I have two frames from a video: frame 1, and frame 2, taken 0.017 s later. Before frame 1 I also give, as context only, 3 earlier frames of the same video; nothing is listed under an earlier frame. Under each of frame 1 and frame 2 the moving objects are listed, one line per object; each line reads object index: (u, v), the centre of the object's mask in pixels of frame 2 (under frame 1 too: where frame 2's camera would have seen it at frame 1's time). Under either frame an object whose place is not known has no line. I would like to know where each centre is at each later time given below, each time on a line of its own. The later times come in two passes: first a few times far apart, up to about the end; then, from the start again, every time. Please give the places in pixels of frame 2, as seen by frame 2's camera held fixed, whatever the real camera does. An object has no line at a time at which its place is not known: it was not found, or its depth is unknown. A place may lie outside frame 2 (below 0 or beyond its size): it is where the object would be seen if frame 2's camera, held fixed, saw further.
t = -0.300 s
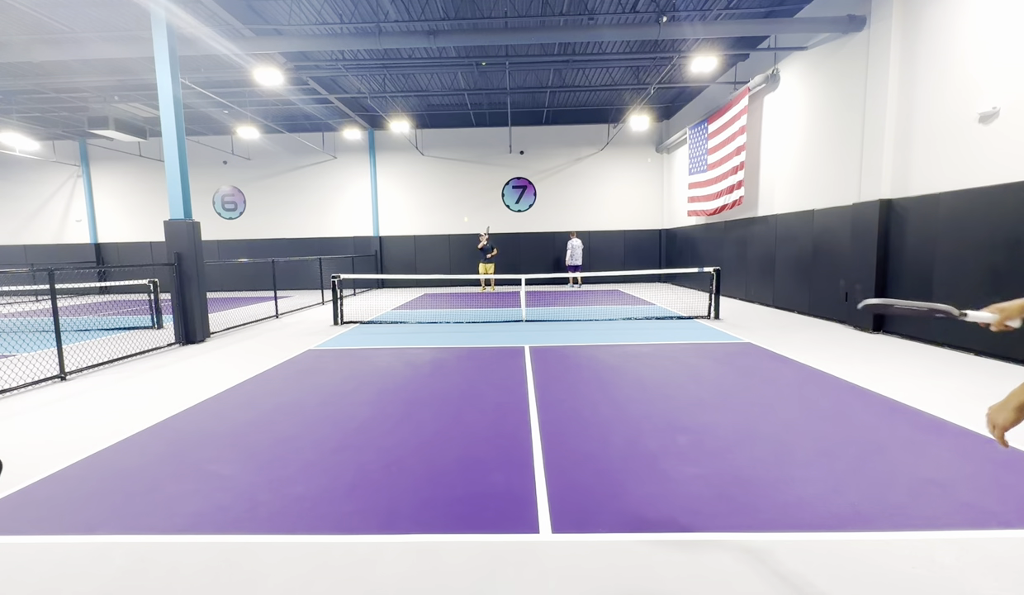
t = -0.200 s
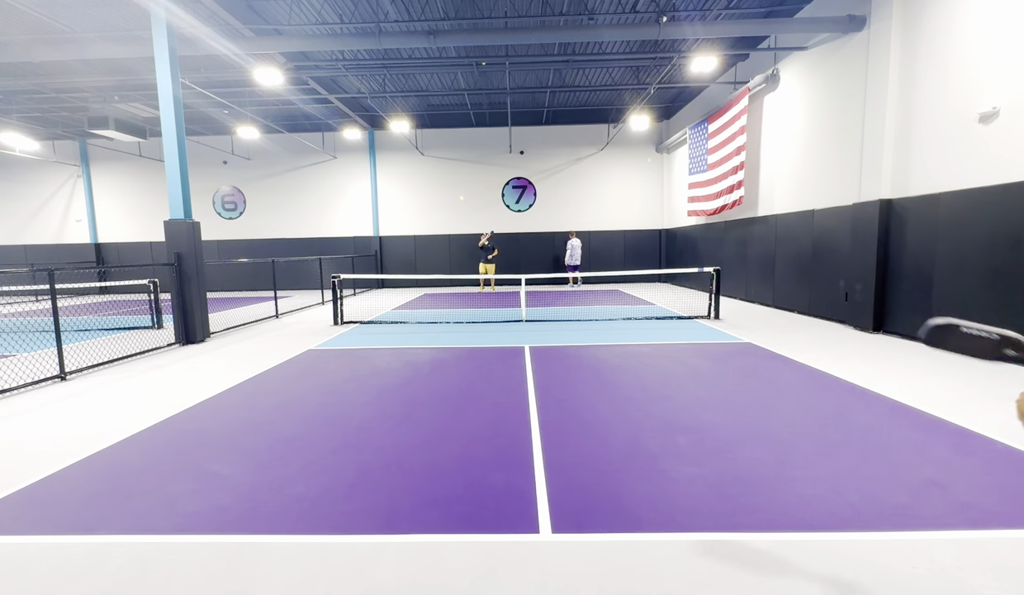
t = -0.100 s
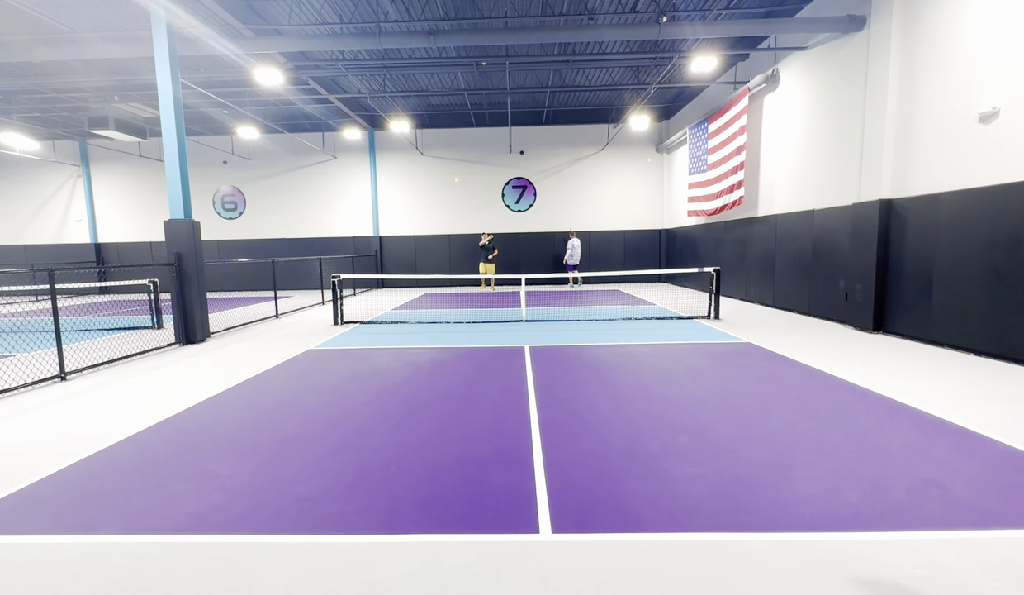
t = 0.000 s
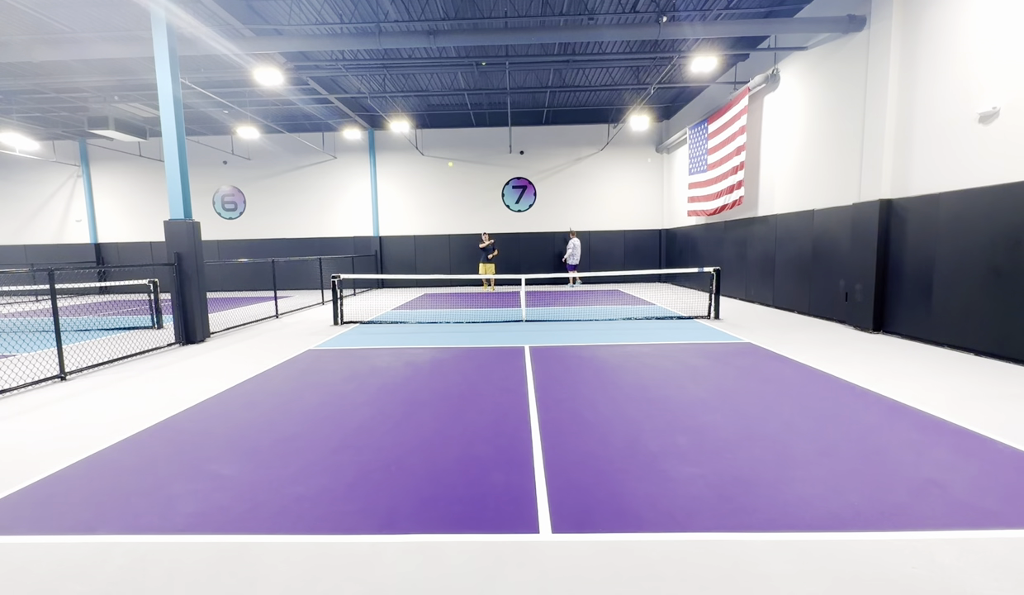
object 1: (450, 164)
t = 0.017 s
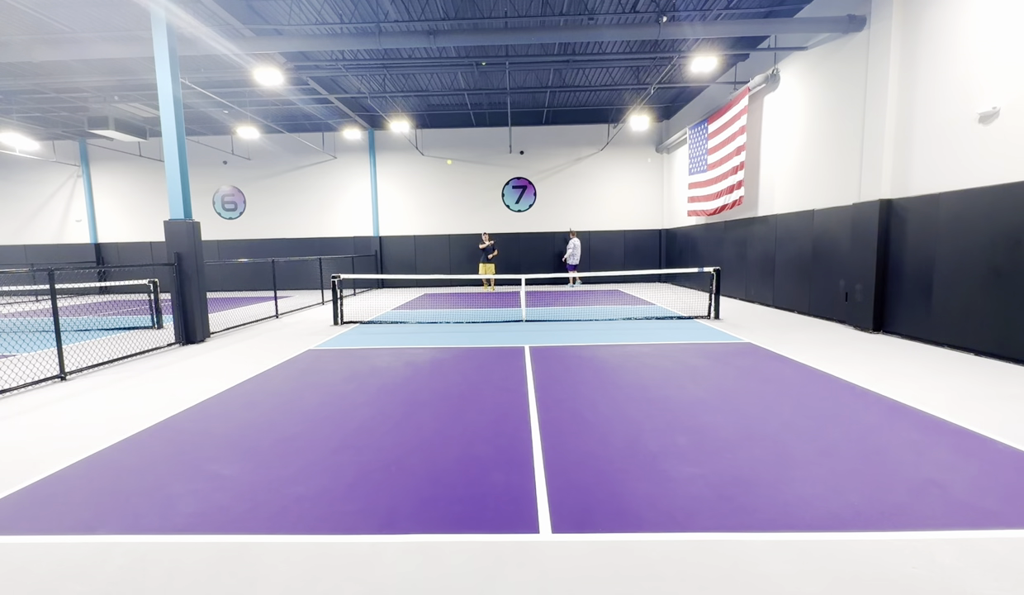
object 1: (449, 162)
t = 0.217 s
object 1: (432, 145)
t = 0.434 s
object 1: (404, 157)
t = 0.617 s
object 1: (372, 213)
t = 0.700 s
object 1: (352, 261)
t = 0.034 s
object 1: (448, 159)
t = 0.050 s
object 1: (446, 158)
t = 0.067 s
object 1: (445, 156)
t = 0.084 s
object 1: (444, 154)
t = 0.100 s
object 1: (443, 152)
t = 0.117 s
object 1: (441, 151)
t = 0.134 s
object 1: (440, 149)
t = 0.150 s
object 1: (438, 148)
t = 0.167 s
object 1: (437, 147)
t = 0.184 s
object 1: (435, 146)
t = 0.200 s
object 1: (433, 145)
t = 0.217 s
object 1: (432, 145)
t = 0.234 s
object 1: (430, 144)
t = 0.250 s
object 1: (428, 144)
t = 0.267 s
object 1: (426, 144)
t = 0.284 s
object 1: (424, 144)
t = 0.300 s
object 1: (422, 144)
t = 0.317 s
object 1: (421, 145)
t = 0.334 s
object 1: (419, 146)
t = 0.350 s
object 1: (416, 147)
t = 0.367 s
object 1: (414, 148)
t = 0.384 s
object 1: (412, 150)
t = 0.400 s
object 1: (409, 152)
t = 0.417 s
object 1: (407, 154)
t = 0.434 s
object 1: (404, 157)
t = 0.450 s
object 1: (402, 160)
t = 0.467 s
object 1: (399, 163)
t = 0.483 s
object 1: (397, 167)
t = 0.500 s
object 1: (394, 171)
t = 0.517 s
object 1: (391, 176)
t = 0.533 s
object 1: (388, 181)
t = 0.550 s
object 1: (385, 187)
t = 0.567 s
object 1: (382, 192)
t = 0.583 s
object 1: (378, 199)
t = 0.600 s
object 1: (375, 205)
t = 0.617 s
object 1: (372, 213)
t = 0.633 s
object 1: (368, 222)
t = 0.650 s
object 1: (365, 231)
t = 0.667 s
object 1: (360, 241)
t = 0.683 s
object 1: (356, 250)
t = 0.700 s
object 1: (352, 261)
